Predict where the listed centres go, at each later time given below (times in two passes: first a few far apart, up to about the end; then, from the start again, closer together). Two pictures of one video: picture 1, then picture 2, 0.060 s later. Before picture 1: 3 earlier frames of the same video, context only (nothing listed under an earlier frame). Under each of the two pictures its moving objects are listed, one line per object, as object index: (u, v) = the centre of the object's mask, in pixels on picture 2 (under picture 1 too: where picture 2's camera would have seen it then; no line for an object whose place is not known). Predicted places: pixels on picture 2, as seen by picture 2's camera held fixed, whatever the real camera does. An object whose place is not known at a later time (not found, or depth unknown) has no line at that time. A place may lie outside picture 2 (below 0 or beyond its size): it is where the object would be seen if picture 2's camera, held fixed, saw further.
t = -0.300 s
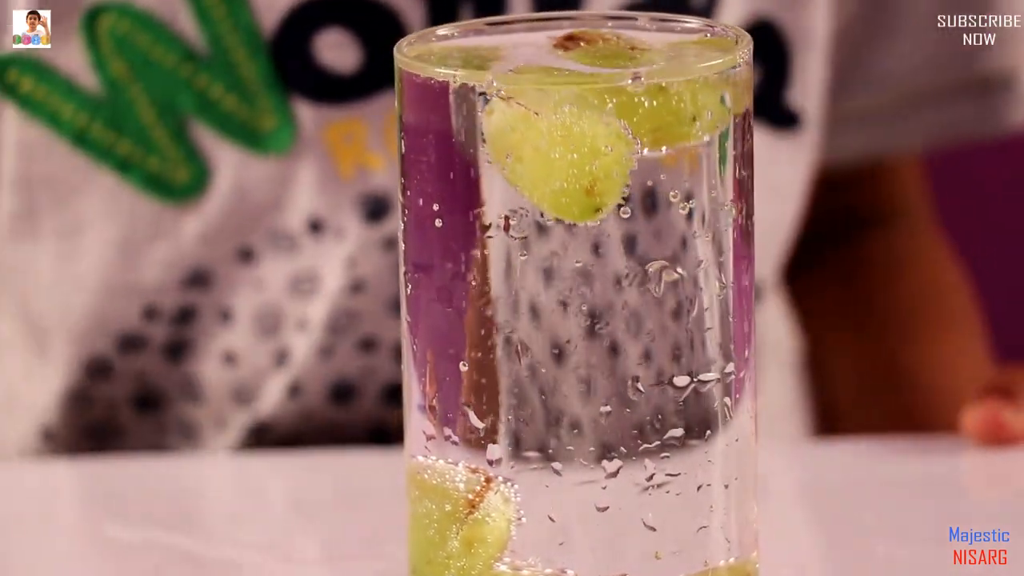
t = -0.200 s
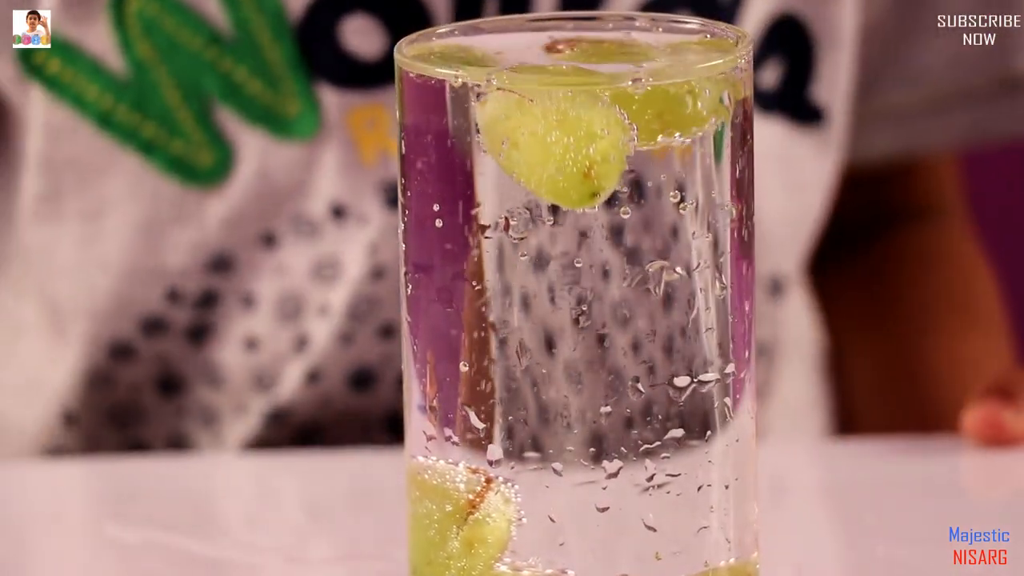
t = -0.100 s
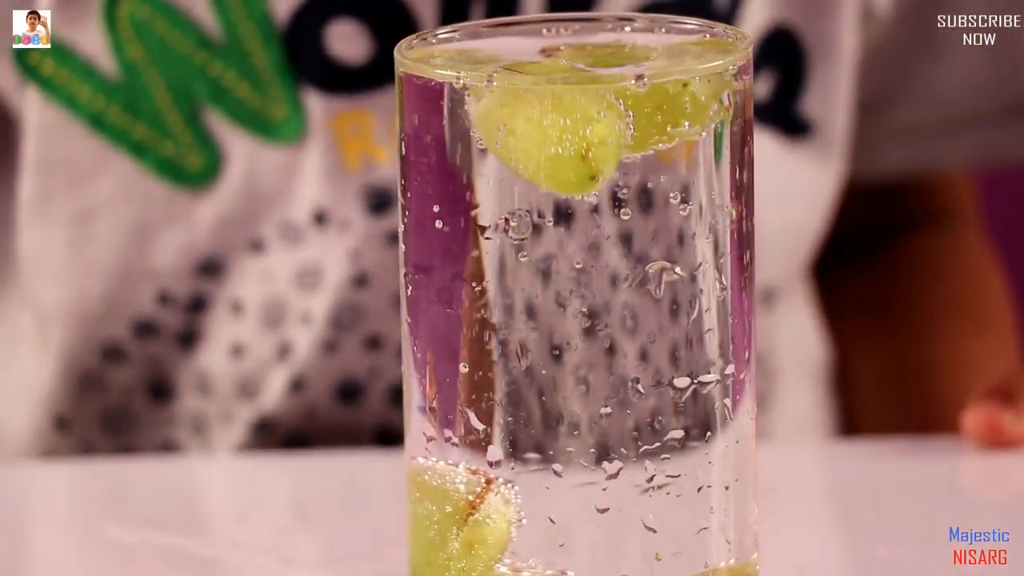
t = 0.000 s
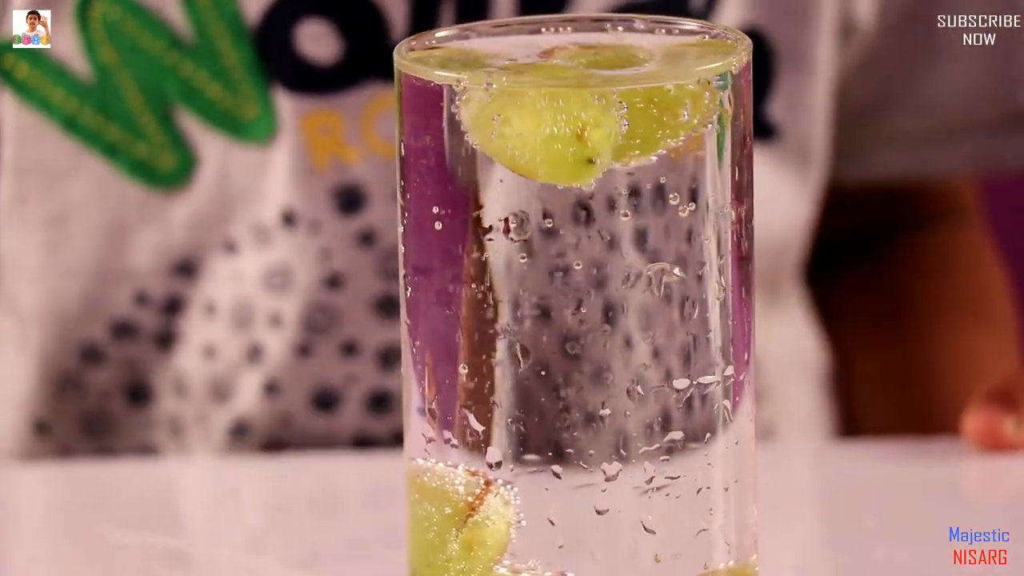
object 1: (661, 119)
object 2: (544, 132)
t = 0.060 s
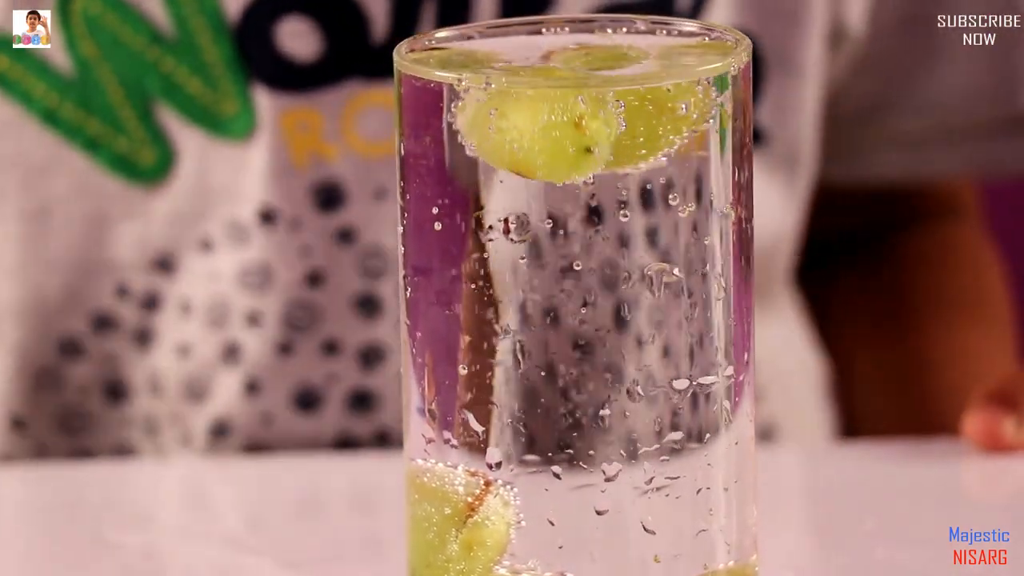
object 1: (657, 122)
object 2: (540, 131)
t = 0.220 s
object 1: (637, 142)
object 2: (533, 135)
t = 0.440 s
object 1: (642, 167)
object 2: (522, 143)
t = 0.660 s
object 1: (639, 189)
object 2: (515, 147)
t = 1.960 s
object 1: (636, 531)
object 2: (487, 131)
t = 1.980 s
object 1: (632, 535)
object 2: (486, 132)
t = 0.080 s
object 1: (656, 124)
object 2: (539, 132)
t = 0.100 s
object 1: (654, 125)
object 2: (538, 132)
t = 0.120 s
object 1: (649, 128)
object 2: (537, 133)
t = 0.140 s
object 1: (645, 132)
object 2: (536, 134)
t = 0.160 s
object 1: (644, 133)
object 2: (535, 134)
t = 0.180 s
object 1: (643, 134)
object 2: (535, 134)
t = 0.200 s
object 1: (640, 139)
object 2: (534, 135)
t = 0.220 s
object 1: (637, 142)
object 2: (533, 135)
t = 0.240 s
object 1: (636, 145)
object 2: (532, 136)
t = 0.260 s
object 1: (635, 148)
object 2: (530, 137)
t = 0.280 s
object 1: (635, 149)
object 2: (529, 138)
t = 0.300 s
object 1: (635, 150)
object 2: (529, 138)
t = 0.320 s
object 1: (635, 153)
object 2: (527, 139)
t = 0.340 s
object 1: (637, 154)
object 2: (527, 139)
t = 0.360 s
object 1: (636, 157)
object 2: (527, 140)
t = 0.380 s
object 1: (636, 158)
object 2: (526, 141)
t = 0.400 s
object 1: (638, 162)
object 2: (525, 142)
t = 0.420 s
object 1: (640, 165)
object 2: (523, 143)
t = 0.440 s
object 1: (642, 167)
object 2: (522, 143)
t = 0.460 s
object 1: (645, 170)
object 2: (522, 143)
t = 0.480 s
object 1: (646, 171)
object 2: (521, 144)
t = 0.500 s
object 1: (647, 172)
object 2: (520, 145)
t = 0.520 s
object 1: (649, 174)
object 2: (520, 145)
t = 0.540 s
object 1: (649, 175)
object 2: (519, 146)
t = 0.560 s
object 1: (647, 177)
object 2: (518, 146)
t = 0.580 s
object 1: (644, 180)
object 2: (518, 146)
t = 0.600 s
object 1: (641, 181)
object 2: (516, 146)
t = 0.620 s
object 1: (641, 184)
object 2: (516, 146)
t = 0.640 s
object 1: (640, 187)
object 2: (515, 146)
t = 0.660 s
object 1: (639, 189)
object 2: (515, 147)
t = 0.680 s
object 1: (638, 191)
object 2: (514, 147)
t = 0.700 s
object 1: (637, 194)
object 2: (513, 147)
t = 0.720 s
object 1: (636, 197)
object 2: (512, 147)
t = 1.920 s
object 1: (639, 520)
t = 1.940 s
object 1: (639, 527)
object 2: (487, 131)
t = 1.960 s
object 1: (636, 531)
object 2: (487, 131)
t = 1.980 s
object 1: (632, 535)
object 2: (486, 132)
